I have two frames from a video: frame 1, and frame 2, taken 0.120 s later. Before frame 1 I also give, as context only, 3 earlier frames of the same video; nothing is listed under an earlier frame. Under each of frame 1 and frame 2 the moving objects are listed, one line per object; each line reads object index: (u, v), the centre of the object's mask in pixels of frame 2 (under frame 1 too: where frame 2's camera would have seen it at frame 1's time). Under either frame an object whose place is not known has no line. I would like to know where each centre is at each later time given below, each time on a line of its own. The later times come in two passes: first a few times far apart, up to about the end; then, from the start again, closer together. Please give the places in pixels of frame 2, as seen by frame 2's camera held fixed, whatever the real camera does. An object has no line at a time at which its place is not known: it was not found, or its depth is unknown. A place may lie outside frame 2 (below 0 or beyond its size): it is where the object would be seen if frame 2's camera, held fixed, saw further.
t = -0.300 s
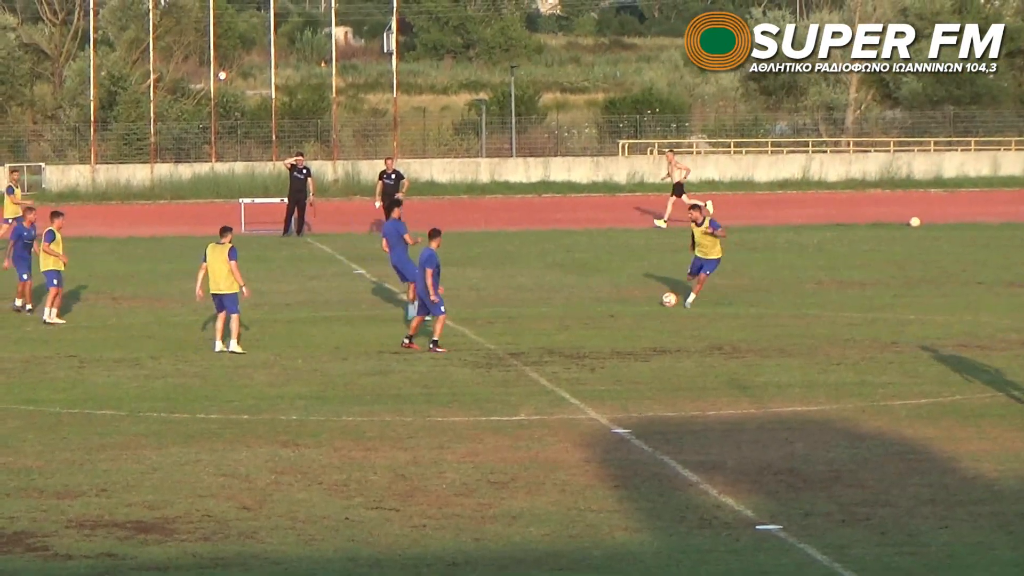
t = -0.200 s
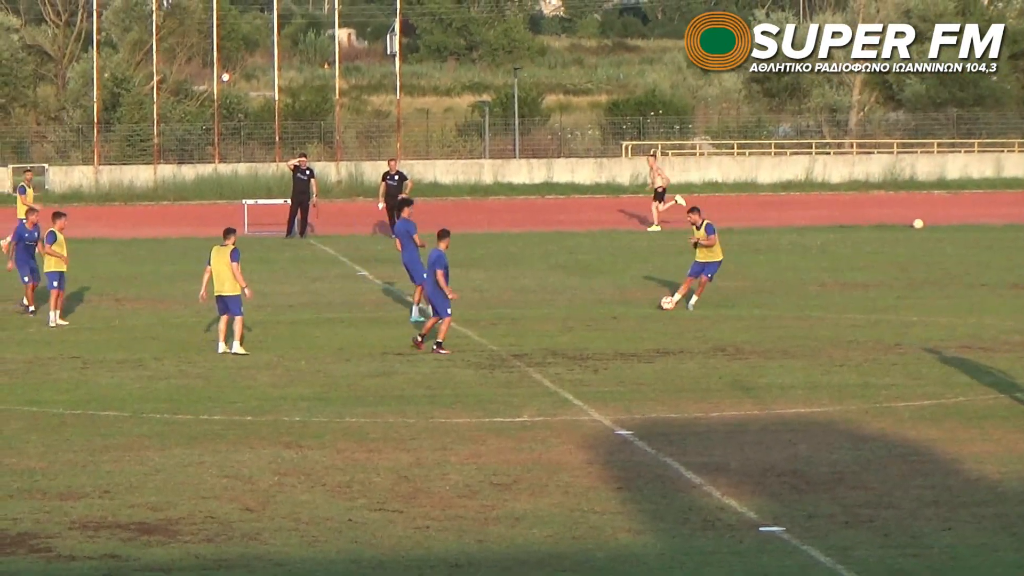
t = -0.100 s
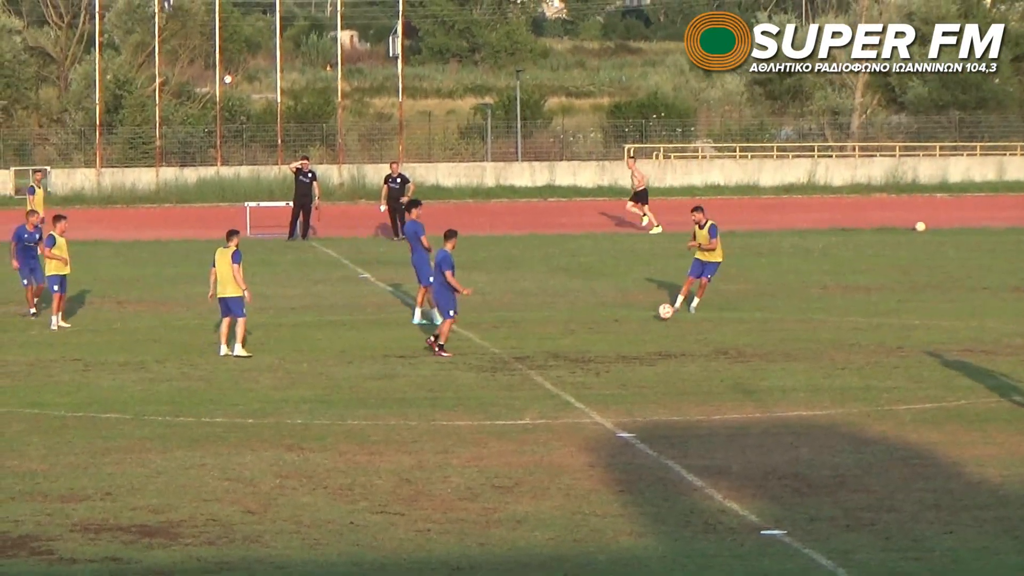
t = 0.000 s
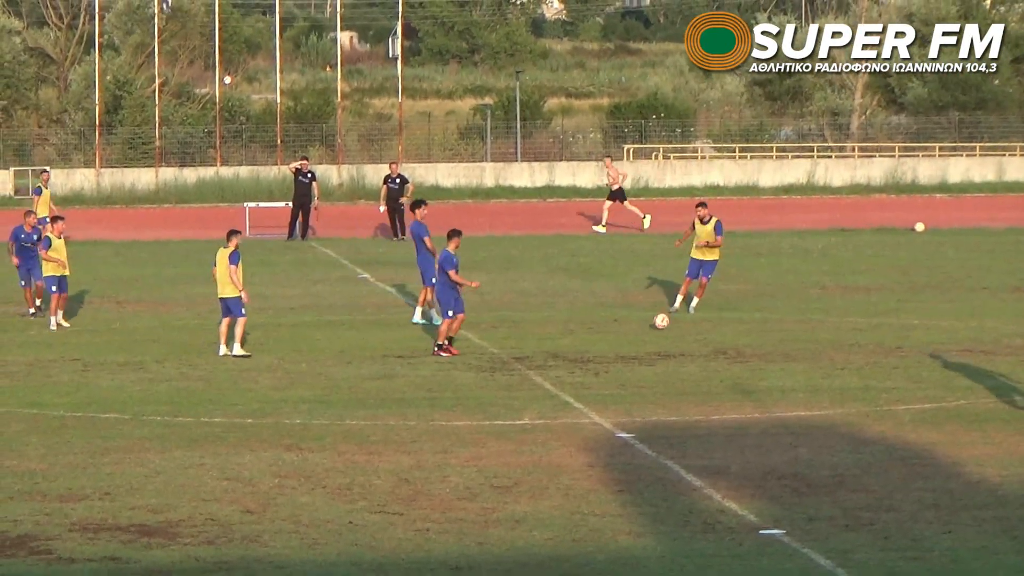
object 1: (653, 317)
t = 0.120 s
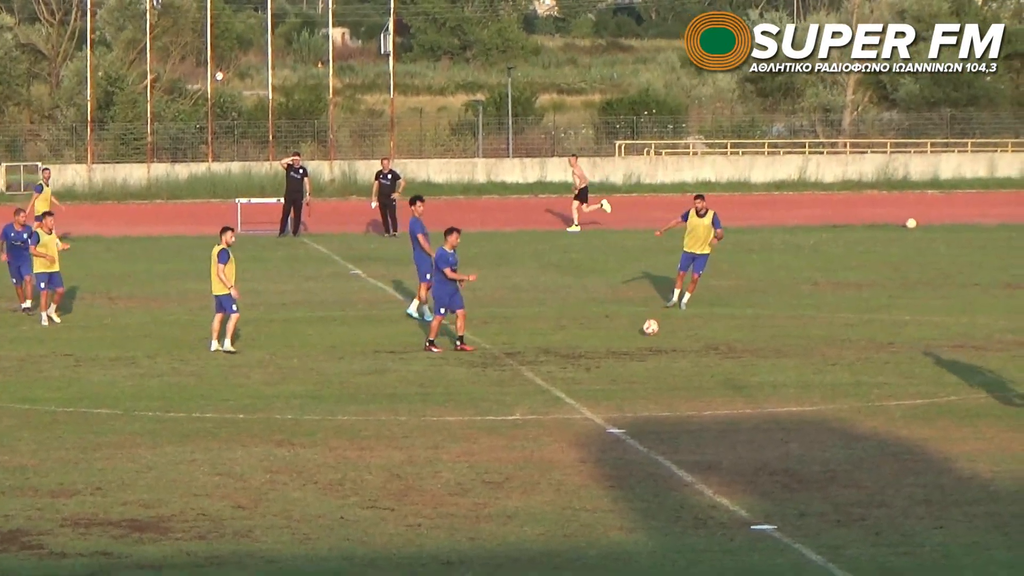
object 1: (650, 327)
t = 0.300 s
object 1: (649, 344)
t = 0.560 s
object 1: (651, 364)
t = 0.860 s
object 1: (663, 388)
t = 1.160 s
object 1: (674, 402)
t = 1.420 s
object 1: (683, 415)
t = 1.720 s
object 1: (695, 440)
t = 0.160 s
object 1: (650, 330)
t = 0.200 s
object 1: (649, 333)
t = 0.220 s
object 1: (649, 335)
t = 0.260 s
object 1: (649, 340)
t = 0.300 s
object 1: (649, 344)
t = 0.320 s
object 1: (649, 345)
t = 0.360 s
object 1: (648, 348)
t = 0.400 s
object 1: (649, 351)
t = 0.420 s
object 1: (649, 353)
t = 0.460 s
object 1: (649, 357)
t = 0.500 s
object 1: (650, 359)
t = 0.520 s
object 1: (650, 360)
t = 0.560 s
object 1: (651, 364)
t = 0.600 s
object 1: (652, 369)
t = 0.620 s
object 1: (654, 371)
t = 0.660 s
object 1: (654, 374)
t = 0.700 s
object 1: (656, 376)
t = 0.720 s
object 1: (657, 378)
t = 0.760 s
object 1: (659, 380)
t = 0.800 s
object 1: (661, 384)
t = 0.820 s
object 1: (661, 386)
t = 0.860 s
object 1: (663, 388)
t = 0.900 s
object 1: (665, 391)
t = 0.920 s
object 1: (666, 393)
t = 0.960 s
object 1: (667, 394)
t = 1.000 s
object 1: (668, 396)
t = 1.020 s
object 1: (669, 398)
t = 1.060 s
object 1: (671, 402)
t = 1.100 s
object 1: (672, 401)
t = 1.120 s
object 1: (673, 401)
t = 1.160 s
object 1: (674, 402)
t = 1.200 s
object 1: (675, 405)
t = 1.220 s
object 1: (676, 407)
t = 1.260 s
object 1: (678, 411)
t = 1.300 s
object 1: (679, 415)
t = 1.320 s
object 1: (680, 415)
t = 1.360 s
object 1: (681, 413)
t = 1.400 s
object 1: (683, 414)
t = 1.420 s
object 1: (683, 415)
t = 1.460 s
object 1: (685, 419)
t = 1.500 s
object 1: (686, 423)
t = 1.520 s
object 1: (687, 426)
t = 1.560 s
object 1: (689, 431)
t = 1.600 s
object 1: (690, 432)
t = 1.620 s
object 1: (691, 433)
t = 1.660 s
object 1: (693, 435)
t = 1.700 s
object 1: (695, 439)
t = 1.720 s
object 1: (695, 440)
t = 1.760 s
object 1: (697, 442)
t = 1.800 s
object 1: (698, 445)
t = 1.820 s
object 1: (700, 446)
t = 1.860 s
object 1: (701, 448)
